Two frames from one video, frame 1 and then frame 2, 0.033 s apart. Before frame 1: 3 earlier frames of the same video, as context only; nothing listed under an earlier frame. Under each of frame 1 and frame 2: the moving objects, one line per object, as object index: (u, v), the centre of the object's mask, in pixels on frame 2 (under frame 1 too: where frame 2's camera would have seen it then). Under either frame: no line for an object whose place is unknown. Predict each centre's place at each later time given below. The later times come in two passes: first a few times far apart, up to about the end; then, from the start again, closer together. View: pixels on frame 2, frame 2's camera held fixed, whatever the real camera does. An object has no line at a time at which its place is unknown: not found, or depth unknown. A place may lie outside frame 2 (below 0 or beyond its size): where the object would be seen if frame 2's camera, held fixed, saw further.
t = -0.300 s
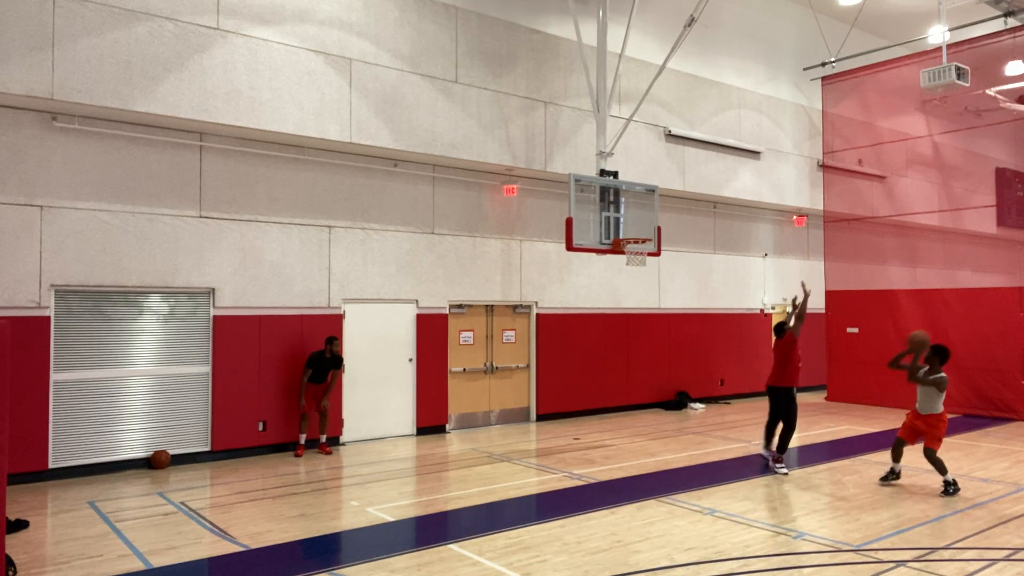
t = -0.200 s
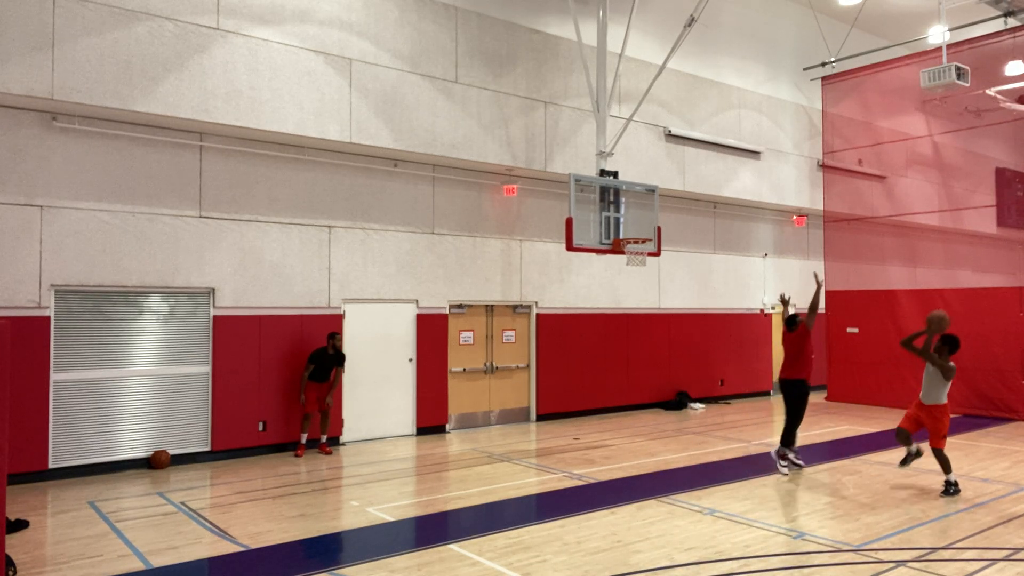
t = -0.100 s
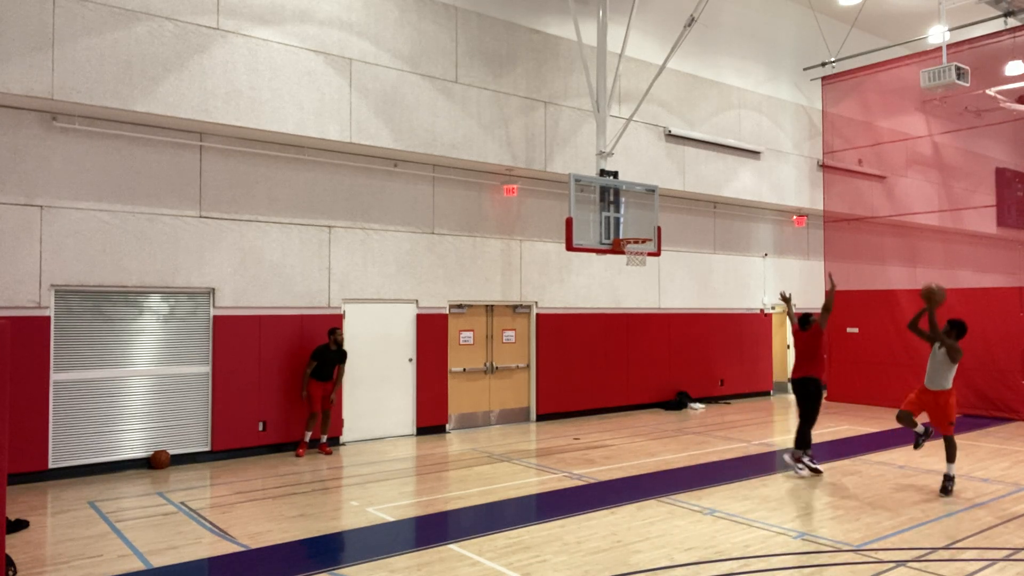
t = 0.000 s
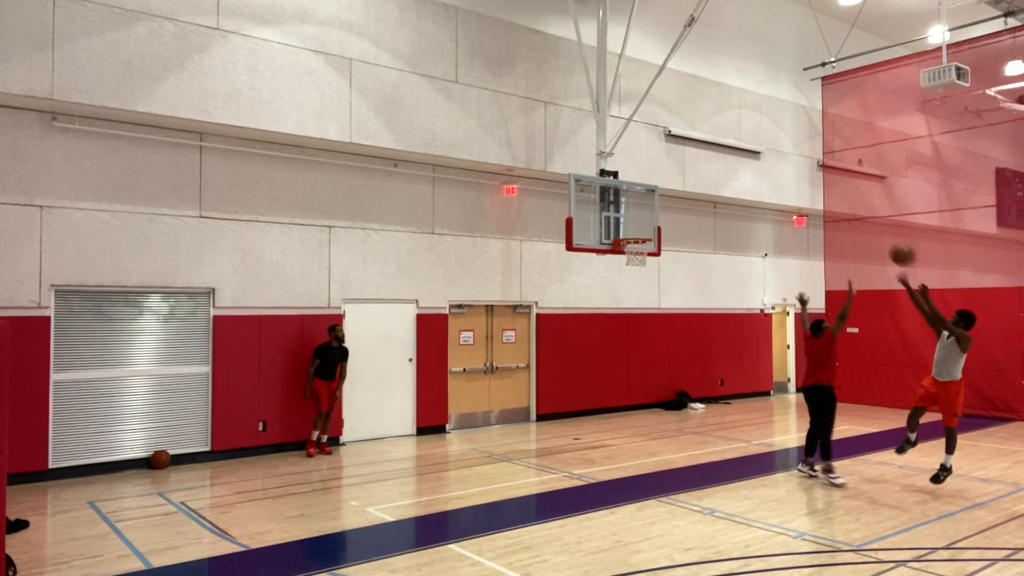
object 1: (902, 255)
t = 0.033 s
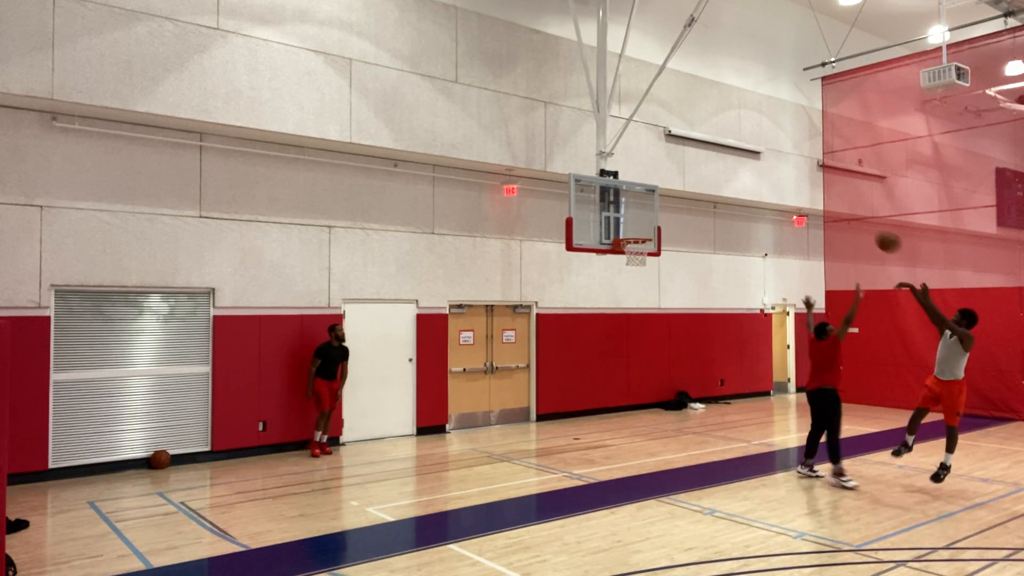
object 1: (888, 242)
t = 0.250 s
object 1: (806, 184)
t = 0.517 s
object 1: (721, 172)
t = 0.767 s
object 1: (656, 205)
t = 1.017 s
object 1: (661, 228)
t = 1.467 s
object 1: (797, 282)
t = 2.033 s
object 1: (983, 401)
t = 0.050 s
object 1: (881, 236)
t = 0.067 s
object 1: (874, 230)
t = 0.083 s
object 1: (868, 224)
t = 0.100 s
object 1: (861, 219)
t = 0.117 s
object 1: (855, 214)
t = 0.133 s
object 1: (848, 209)
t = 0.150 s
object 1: (842, 204)
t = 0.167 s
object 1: (836, 200)
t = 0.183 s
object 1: (829, 197)
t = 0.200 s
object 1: (823, 193)
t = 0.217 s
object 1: (817, 190)
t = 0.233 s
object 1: (811, 187)
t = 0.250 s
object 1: (806, 184)
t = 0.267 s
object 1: (800, 182)
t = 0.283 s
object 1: (794, 180)
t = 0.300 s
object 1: (788, 178)
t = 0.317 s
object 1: (783, 176)
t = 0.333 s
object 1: (777, 174)
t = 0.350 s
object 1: (772, 173)
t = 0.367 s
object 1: (767, 172)
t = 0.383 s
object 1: (761, 171)
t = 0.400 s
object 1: (756, 170)
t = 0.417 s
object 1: (751, 170)
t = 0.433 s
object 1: (746, 170)
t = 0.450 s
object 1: (741, 170)
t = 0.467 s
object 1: (736, 170)
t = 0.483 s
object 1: (731, 171)
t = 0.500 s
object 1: (726, 171)
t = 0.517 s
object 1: (721, 172)
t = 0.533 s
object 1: (717, 173)
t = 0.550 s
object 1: (712, 174)
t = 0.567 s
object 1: (707, 176)
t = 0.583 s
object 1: (703, 177)
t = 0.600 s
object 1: (698, 179)
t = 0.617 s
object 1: (694, 181)
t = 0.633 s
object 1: (689, 183)
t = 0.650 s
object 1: (685, 185)
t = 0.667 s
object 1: (681, 187)
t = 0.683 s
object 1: (676, 190)
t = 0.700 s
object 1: (672, 193)
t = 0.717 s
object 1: (668, 196)
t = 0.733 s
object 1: (664, 199)
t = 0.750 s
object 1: (660, 202)
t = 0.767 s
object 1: (656, 205)
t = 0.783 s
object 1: (652, 209)
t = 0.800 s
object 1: (648, 213)
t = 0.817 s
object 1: (644, 217)
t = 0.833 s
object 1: (640, 221)
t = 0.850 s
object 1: (636, 225)
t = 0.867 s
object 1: (632, 229)
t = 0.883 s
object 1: (629, 233)
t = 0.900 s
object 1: (628, 235)
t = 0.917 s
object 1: (633, 233)
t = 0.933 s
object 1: (637, 232)
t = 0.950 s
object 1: (643, 232)
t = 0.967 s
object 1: (648, 231)
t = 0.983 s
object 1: (652, 230)
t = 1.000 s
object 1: (657, 229)
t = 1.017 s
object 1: (661, 228)
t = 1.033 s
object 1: (666, 228)
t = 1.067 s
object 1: (675, 227)
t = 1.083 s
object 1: (680, 227)
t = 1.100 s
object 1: (685, 227)
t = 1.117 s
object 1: (690, 228)
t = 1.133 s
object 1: (694, 228)
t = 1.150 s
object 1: (699, 229)
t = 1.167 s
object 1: (704, 230)
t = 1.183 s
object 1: (709, 231)
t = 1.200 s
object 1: (714, 232)
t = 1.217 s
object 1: (719, 233)
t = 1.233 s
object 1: (724, 235)
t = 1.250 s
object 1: (729, 237)
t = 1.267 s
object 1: (734, 239)
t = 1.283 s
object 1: (739, 242)
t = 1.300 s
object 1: (744, 244)
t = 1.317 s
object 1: (749, 247)
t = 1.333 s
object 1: (754, 250)
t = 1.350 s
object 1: (759, 253)
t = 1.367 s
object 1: (765, 256)
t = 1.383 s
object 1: (770, 260)
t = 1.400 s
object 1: (775, 264)
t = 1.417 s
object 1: (781, 268)
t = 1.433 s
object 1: (786, 272)
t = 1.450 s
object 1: (791, 277)
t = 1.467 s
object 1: (797, 282)
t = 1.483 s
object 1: (802, 287)
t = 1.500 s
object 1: (807, 292)
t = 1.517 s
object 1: (813, 298)
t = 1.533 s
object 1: (818, 303)
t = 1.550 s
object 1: (824, 310)
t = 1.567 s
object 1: (830, 315)
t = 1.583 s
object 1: (835, 322)
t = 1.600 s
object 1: (840, 328)
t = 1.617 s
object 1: (847, 336)
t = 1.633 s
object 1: (852, 343)
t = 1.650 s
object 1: (858, 350)
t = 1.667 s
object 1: (863, 358)
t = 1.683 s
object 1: (869, 366)
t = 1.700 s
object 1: (875, 375)
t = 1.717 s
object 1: (881, 383)
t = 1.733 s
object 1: (887, 392)
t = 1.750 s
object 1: (893, 402)
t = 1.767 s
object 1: (899, 412)
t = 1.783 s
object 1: (905, 421)
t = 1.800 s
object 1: (911, 432)
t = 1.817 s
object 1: (918, 441)
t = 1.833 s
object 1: (925, 454)
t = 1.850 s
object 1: (930, 463)
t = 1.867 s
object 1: (936, 473)
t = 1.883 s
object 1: (940, 465)
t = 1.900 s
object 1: (945, 458)
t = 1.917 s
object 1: (950, 450)
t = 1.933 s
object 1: (955, 442)
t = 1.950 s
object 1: (959, 435)
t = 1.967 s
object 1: (965, 427)
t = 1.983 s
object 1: (969, 421)
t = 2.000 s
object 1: (974, 415)
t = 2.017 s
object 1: (978, 407)
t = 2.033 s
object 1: (983, 401)
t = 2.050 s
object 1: (988, 395)
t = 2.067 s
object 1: (993, 390)
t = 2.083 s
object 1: (998, 384)
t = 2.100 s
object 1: (1002, 379)
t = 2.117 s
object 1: (1005, 373)
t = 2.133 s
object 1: (1008, 368)
